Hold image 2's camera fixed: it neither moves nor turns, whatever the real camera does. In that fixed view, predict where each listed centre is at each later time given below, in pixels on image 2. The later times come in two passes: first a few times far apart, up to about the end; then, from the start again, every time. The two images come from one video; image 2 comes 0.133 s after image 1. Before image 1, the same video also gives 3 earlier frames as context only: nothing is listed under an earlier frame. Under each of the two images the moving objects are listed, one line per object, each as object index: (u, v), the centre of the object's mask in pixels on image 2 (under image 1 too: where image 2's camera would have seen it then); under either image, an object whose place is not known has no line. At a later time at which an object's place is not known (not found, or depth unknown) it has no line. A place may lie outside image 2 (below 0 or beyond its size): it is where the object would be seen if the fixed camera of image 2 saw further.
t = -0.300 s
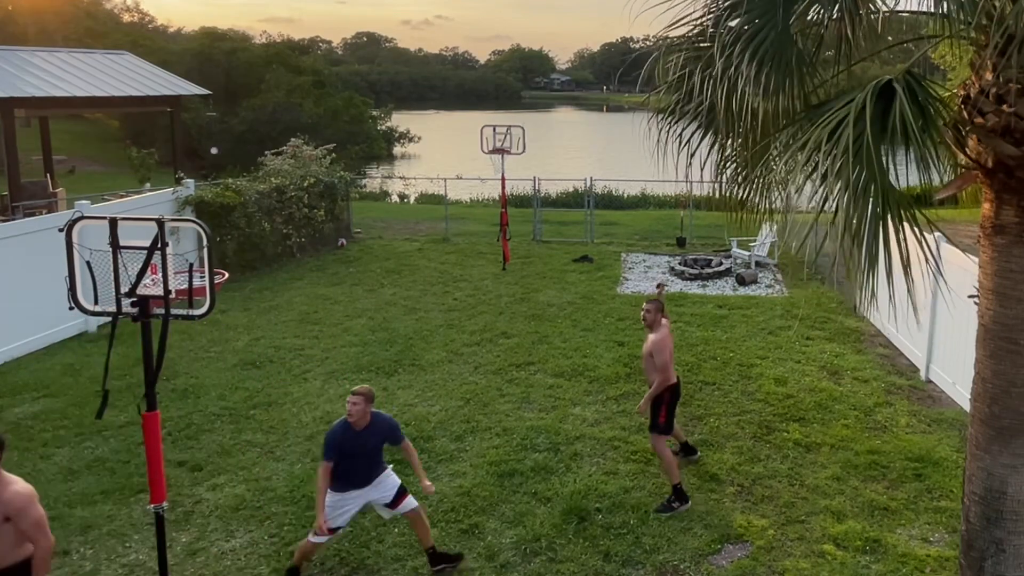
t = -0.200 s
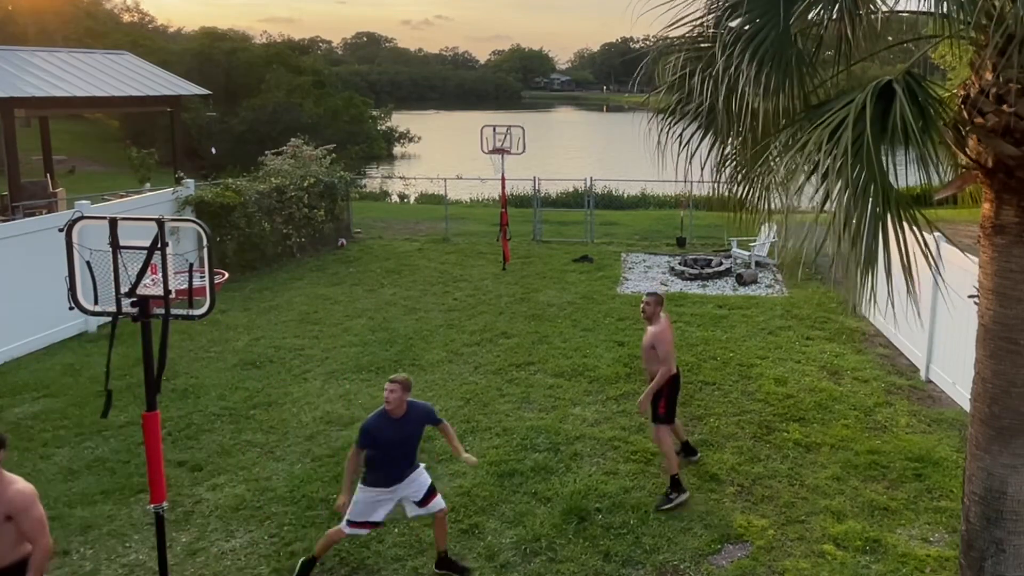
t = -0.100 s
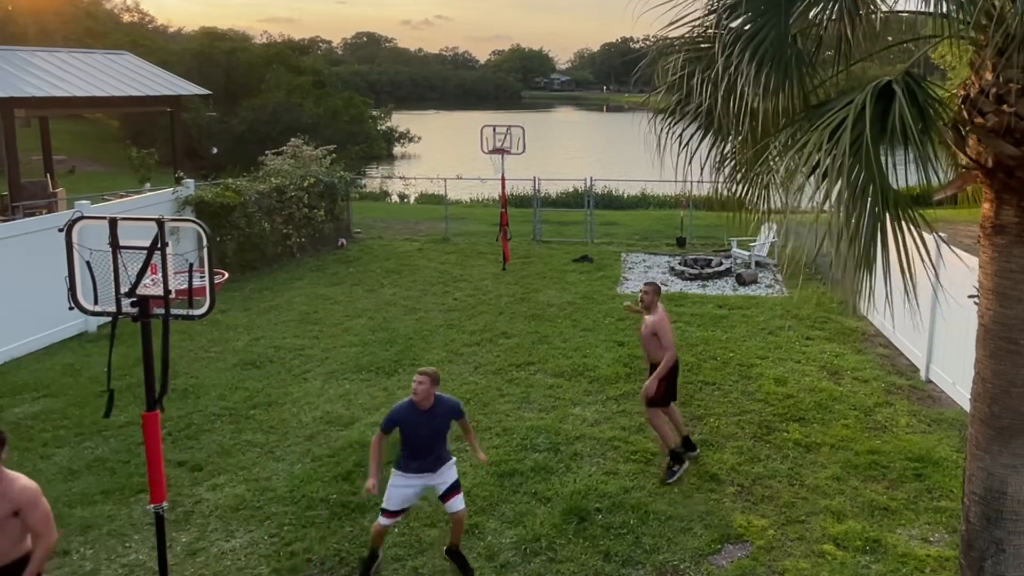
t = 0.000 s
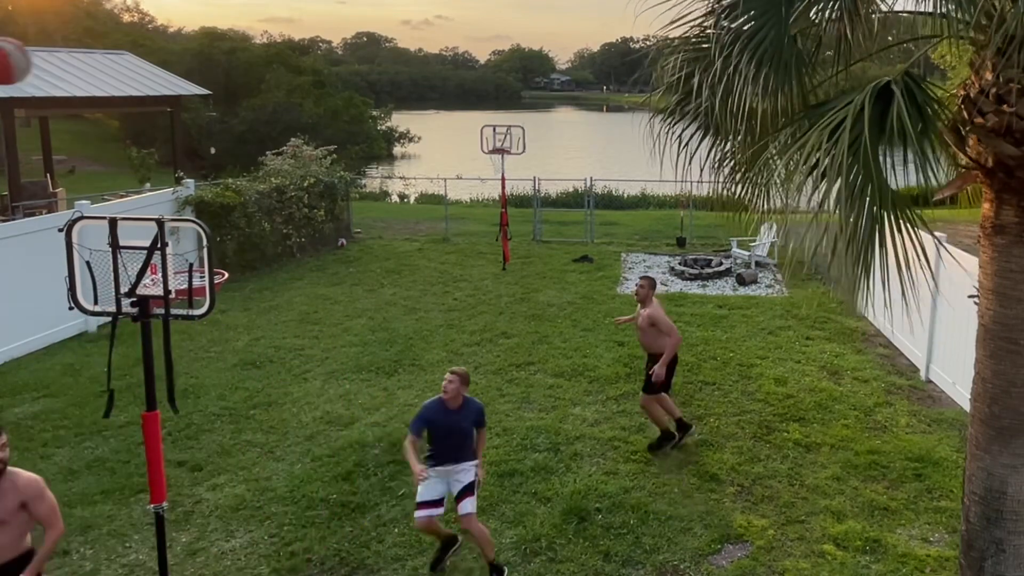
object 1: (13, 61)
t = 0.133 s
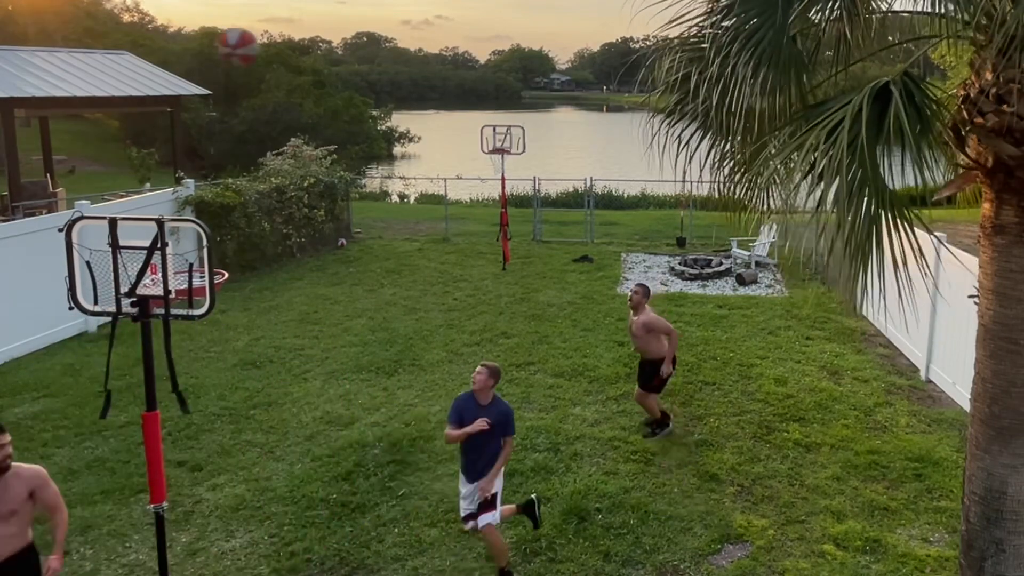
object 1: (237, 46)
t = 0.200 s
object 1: (323, 51)
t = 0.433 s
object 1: (518, 108)
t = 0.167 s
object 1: (283, 47)
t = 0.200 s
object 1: (323, 51)
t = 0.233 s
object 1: (358, 57)
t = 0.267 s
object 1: (391, 63)
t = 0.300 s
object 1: (423, 71)
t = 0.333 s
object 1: (450, 78)
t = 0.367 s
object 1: (475, 87)
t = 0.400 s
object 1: (498, 97)
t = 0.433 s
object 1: (518, 108)
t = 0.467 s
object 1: (538, 120)
